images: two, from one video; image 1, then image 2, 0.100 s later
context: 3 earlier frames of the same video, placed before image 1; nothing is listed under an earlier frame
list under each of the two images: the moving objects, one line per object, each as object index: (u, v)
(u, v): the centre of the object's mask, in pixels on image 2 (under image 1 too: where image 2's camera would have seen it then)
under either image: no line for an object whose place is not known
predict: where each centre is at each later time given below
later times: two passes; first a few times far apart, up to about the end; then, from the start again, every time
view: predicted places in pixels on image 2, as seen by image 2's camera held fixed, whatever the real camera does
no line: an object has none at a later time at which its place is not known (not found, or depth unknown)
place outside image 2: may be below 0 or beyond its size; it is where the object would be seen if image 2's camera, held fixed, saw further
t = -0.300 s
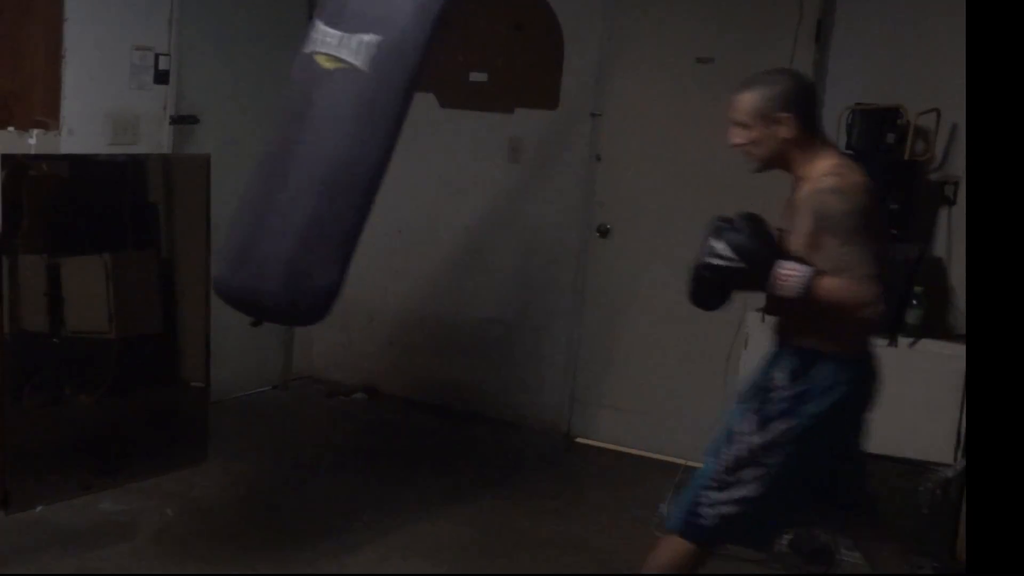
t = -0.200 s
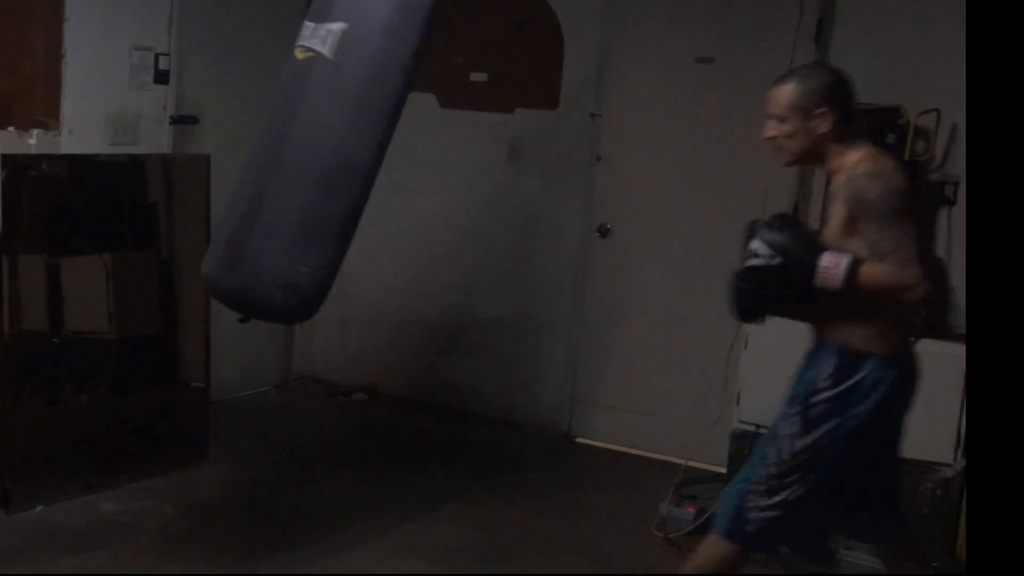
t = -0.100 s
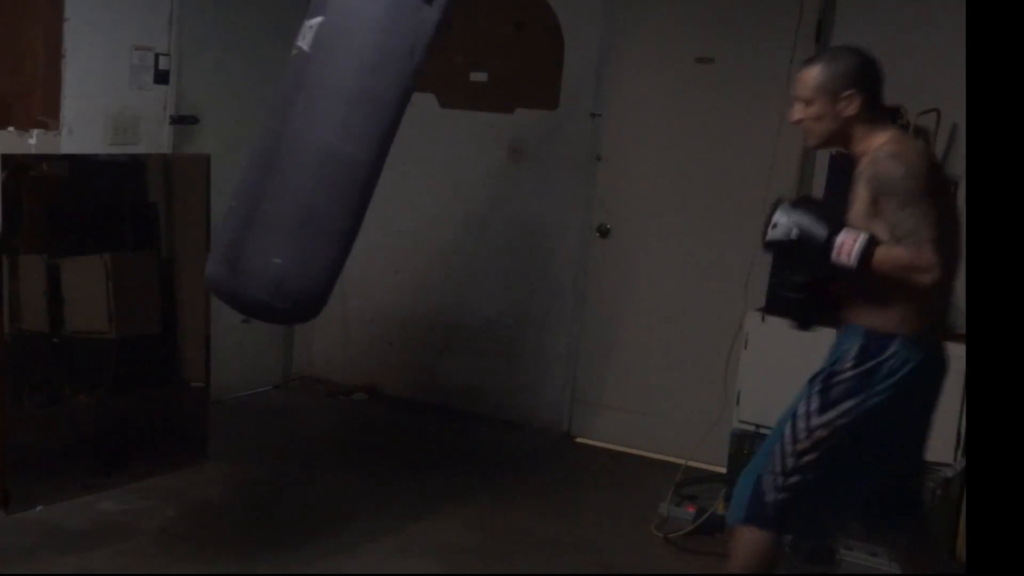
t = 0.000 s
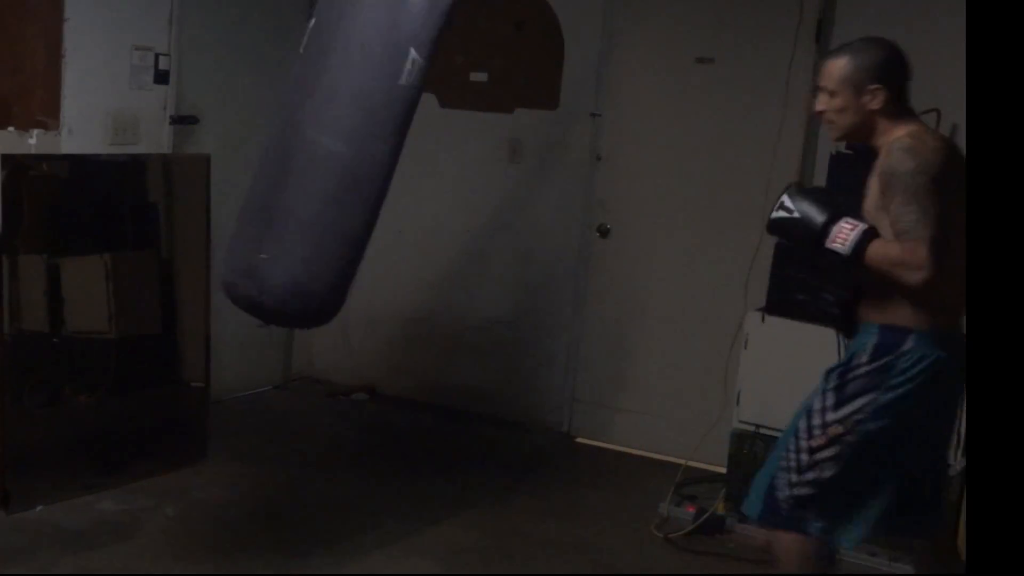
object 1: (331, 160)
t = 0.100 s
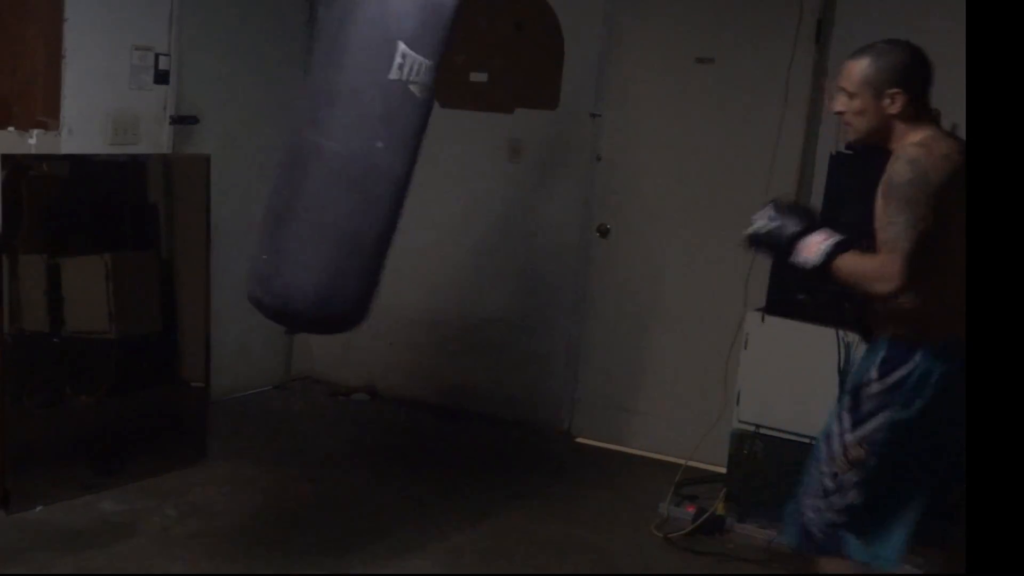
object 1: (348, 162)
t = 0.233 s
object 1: (375, 164)
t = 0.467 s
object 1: (457, 158)
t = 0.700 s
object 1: (500, 160)
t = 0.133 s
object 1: (354, 162)
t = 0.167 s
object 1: (360, 162)
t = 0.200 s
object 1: (369, 162)
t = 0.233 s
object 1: (375, 164)
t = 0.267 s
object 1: (387, 170)
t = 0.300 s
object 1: (399, 169)
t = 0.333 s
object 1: (409, 172)
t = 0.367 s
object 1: (419, 173)
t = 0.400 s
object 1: (429, 174)
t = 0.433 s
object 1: (437, 174)
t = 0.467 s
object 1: (457, 158)
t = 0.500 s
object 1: (465, 159)
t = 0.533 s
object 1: (472, 160)
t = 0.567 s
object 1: (478, 160)
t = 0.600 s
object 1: (485, 161)
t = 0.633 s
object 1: (490, 161)
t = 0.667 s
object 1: (496, 160)
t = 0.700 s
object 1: (500, 160)
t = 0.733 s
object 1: (504, 158)
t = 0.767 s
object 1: (508, 157)
